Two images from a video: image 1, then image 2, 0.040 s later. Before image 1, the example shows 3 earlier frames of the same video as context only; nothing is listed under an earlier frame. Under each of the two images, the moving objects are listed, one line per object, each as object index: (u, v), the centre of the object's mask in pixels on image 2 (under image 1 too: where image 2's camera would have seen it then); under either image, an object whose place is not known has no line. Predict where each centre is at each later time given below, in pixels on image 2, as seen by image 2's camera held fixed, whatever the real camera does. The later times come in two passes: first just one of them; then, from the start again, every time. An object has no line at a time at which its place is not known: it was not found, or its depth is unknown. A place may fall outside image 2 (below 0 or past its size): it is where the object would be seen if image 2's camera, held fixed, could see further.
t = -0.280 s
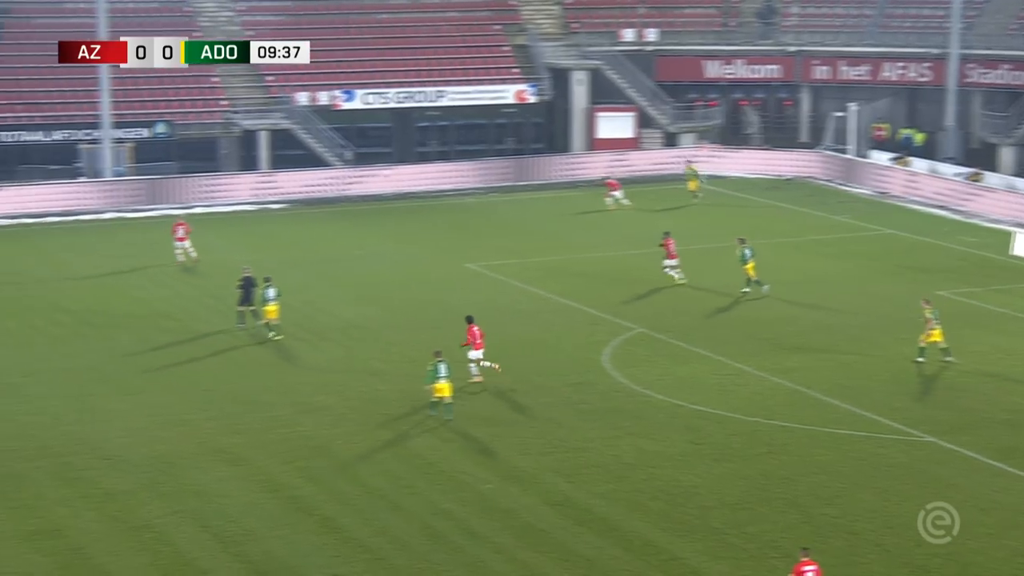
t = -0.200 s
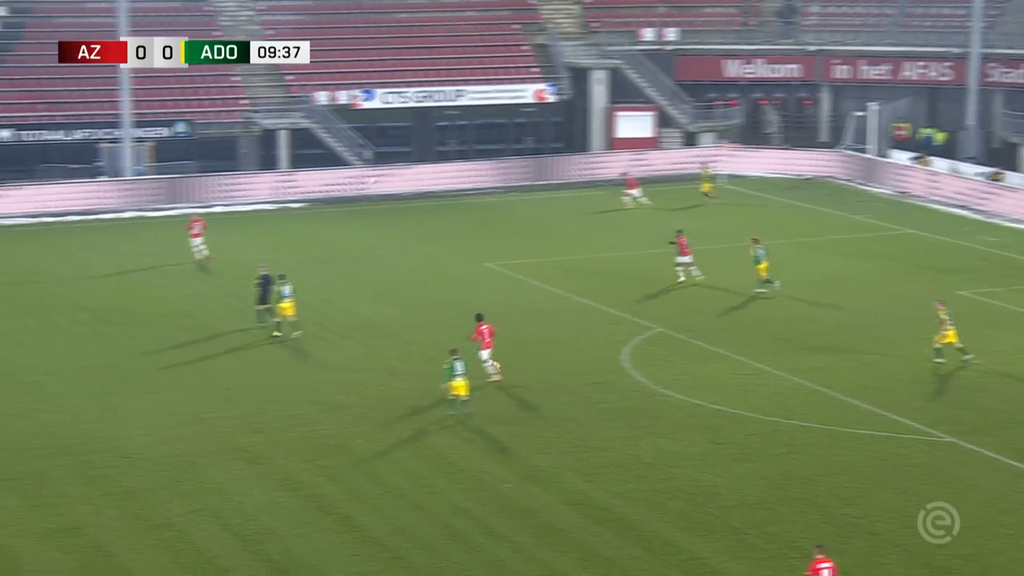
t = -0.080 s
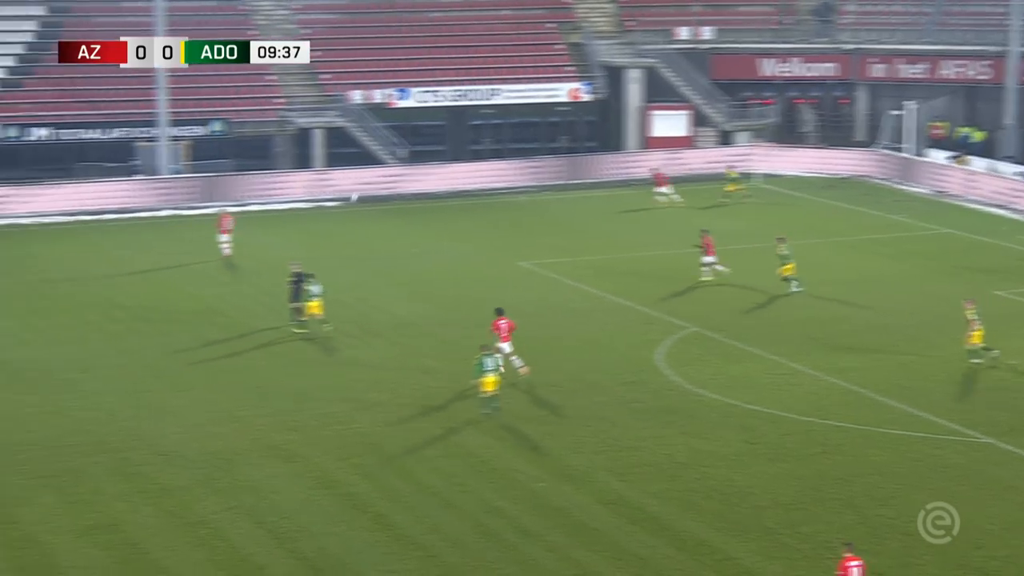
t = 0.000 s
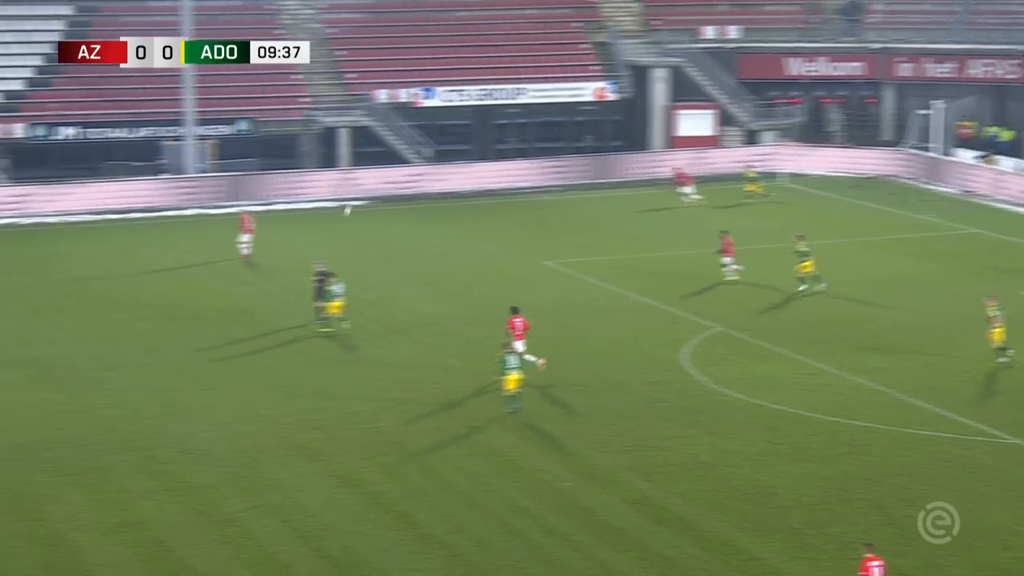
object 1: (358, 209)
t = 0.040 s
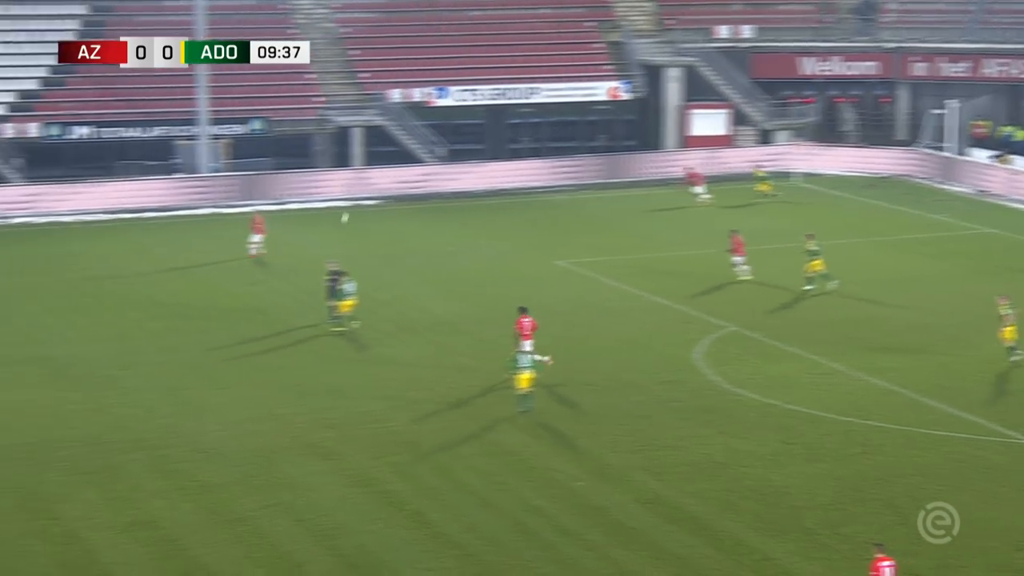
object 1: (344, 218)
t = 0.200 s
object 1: (290, 255)
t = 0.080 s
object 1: (331, 225)
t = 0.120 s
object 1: (317, 235)
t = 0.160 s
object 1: (304, 244)
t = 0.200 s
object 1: (290, 255)
